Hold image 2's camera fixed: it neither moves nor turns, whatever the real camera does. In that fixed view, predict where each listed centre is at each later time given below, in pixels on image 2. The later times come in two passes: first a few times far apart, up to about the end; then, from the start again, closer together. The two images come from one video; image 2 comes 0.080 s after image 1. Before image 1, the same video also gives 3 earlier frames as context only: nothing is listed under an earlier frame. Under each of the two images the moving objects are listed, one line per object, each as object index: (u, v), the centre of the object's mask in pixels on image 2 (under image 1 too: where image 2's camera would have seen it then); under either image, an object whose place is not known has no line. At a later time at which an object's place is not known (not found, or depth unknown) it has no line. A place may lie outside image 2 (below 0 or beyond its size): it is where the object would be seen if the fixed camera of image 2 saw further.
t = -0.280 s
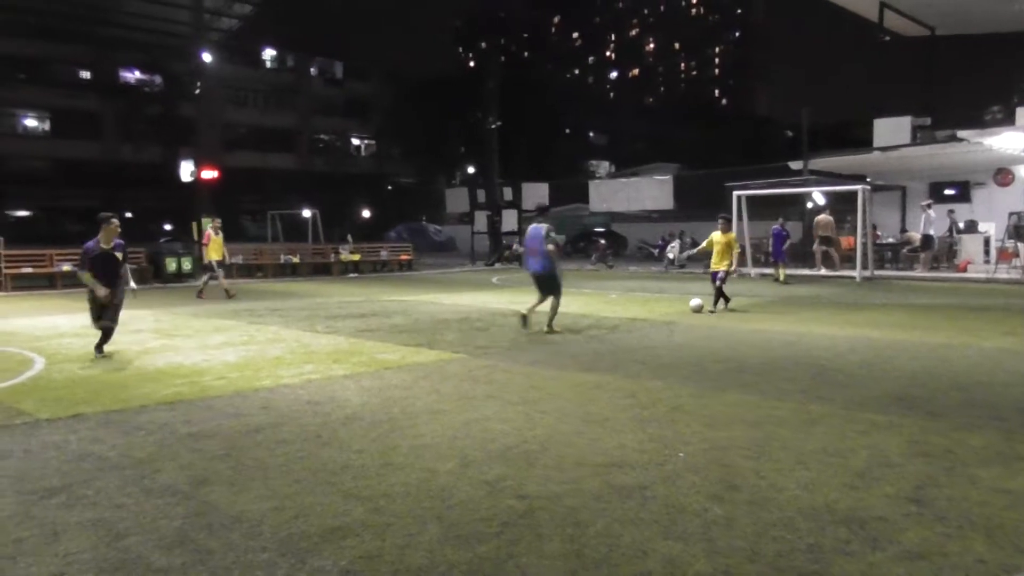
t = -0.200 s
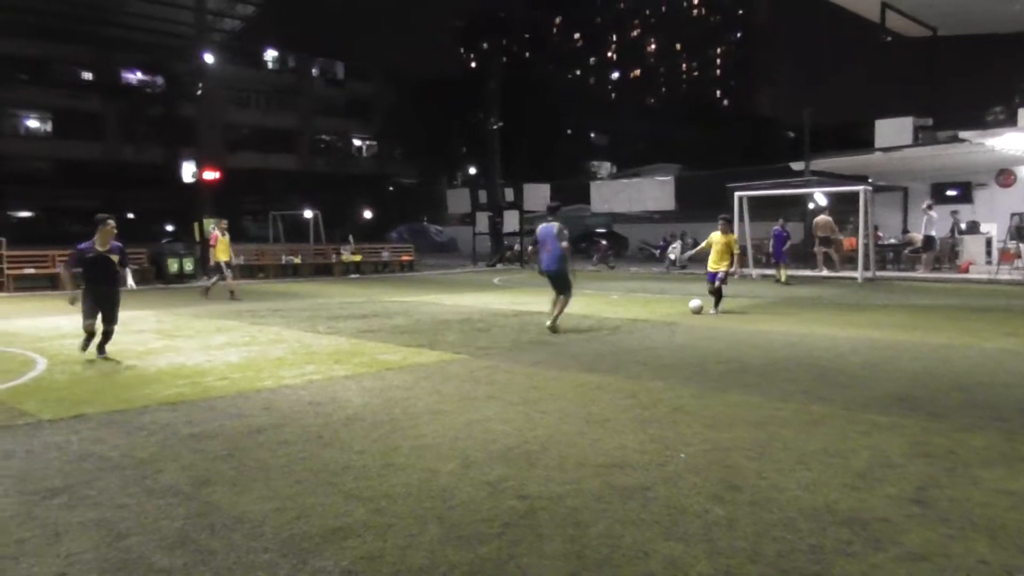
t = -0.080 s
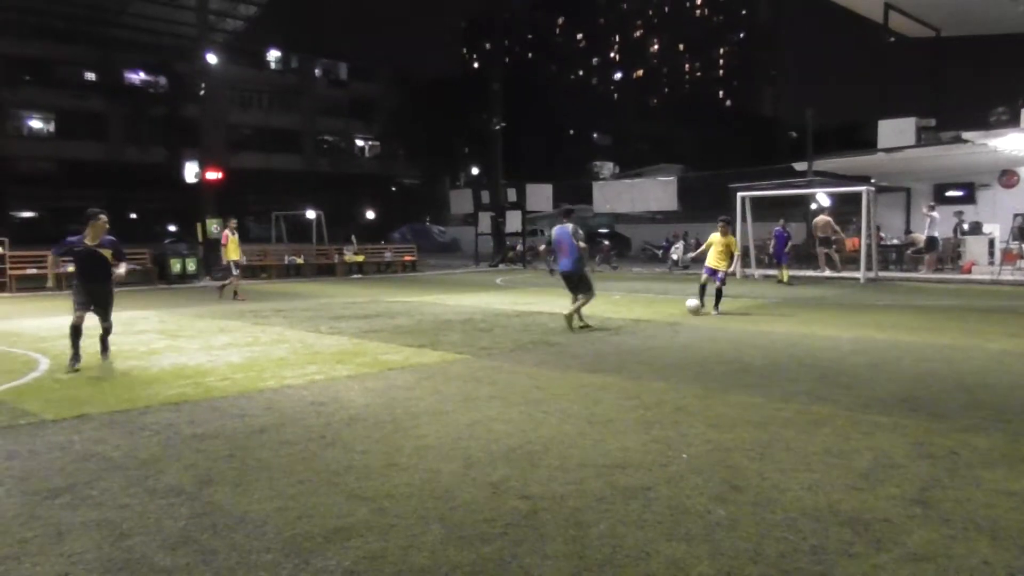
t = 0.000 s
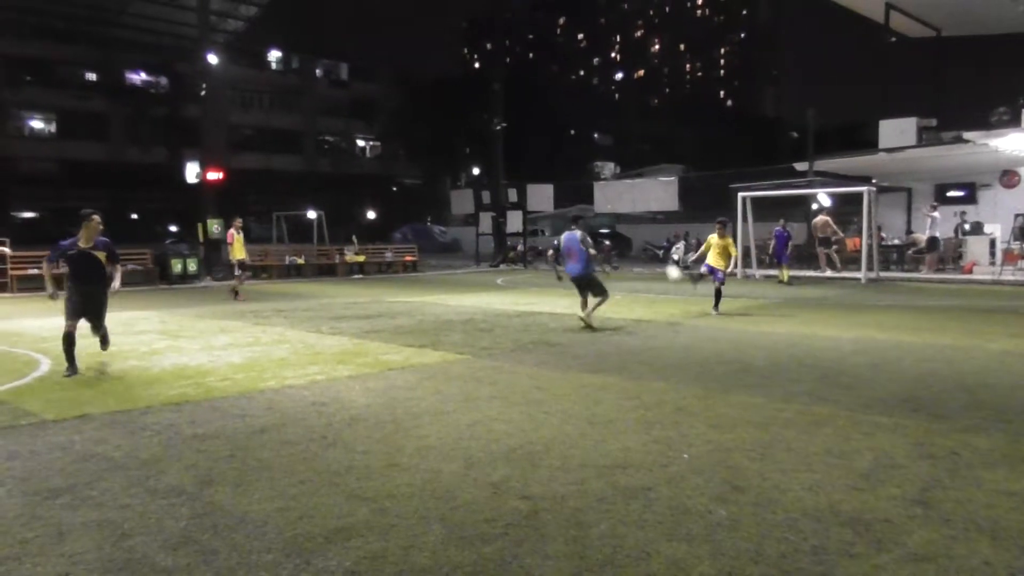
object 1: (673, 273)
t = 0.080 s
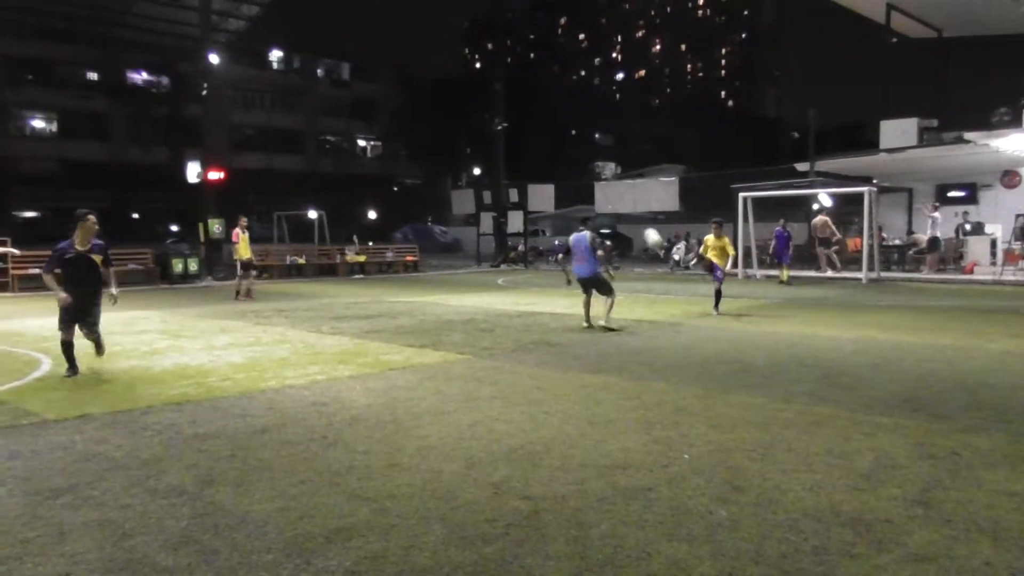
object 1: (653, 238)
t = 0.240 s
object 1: (601, 171)
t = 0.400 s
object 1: (536, 111)
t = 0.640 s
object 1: (414, 43)
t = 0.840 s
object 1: (273, 20)
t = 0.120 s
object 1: (640, 220)
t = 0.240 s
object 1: (601, 171)
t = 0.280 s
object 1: (587, 156)
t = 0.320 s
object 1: (572, 141)
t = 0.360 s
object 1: (555, 126)
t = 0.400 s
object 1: (536, 111)
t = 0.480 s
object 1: (500, 85)
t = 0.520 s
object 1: (479, 73)
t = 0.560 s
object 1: (460, 62)
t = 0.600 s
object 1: (438, 51)
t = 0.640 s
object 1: (414, 43)
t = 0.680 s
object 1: (390, 35)
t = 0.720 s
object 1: (363, 29)
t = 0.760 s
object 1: (335, 24)
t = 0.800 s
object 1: (305, 21)
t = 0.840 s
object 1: (273, 20)
